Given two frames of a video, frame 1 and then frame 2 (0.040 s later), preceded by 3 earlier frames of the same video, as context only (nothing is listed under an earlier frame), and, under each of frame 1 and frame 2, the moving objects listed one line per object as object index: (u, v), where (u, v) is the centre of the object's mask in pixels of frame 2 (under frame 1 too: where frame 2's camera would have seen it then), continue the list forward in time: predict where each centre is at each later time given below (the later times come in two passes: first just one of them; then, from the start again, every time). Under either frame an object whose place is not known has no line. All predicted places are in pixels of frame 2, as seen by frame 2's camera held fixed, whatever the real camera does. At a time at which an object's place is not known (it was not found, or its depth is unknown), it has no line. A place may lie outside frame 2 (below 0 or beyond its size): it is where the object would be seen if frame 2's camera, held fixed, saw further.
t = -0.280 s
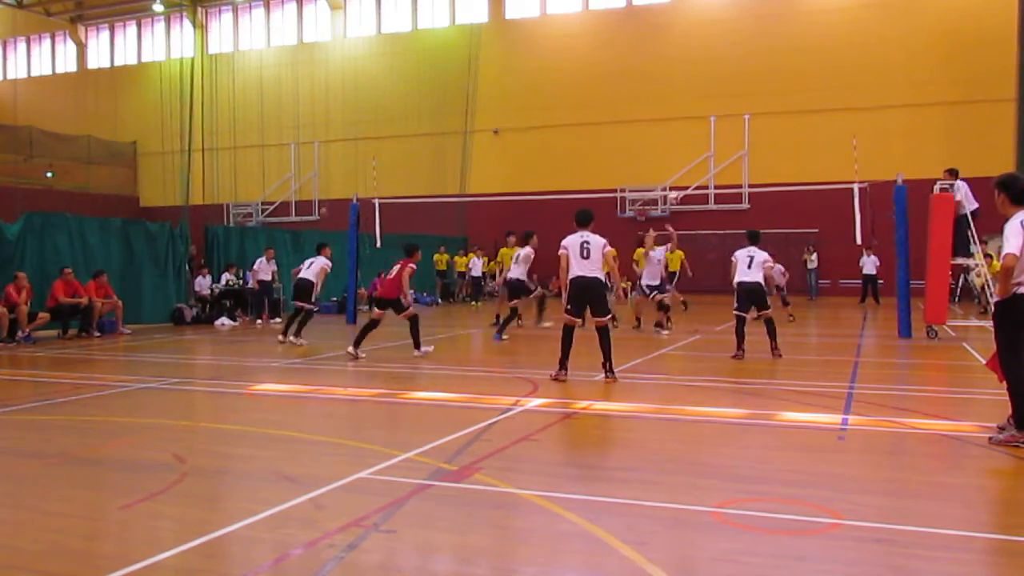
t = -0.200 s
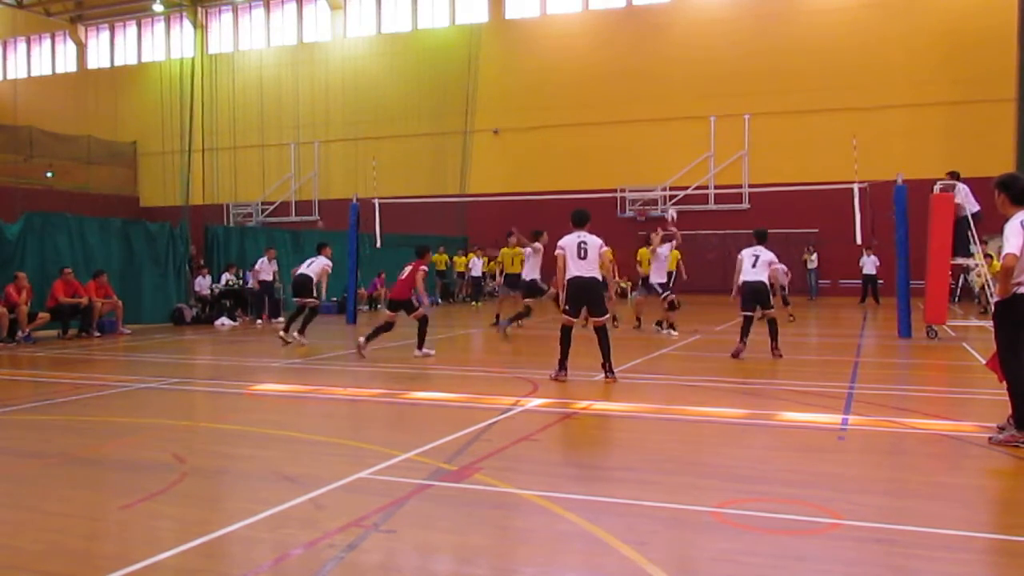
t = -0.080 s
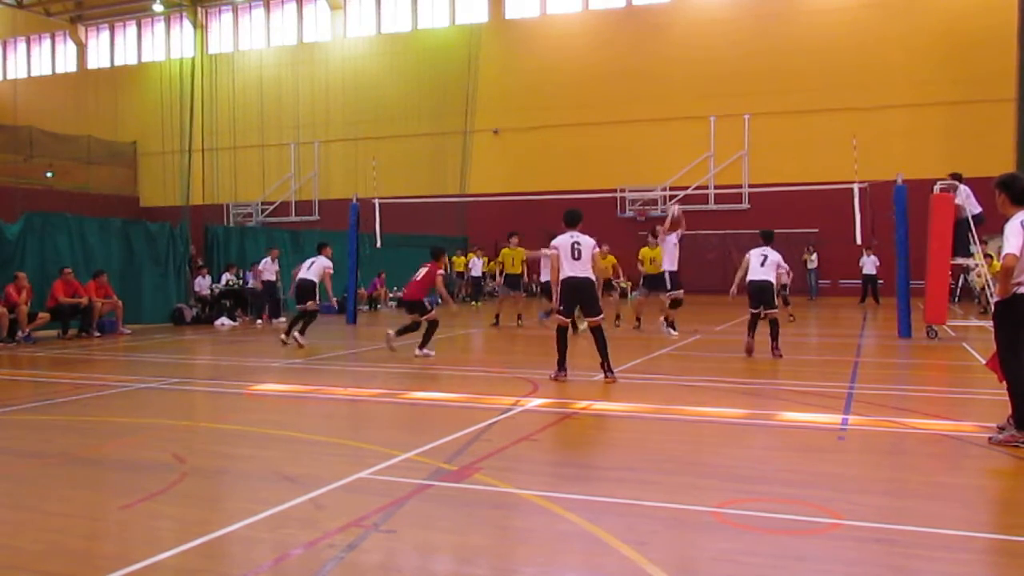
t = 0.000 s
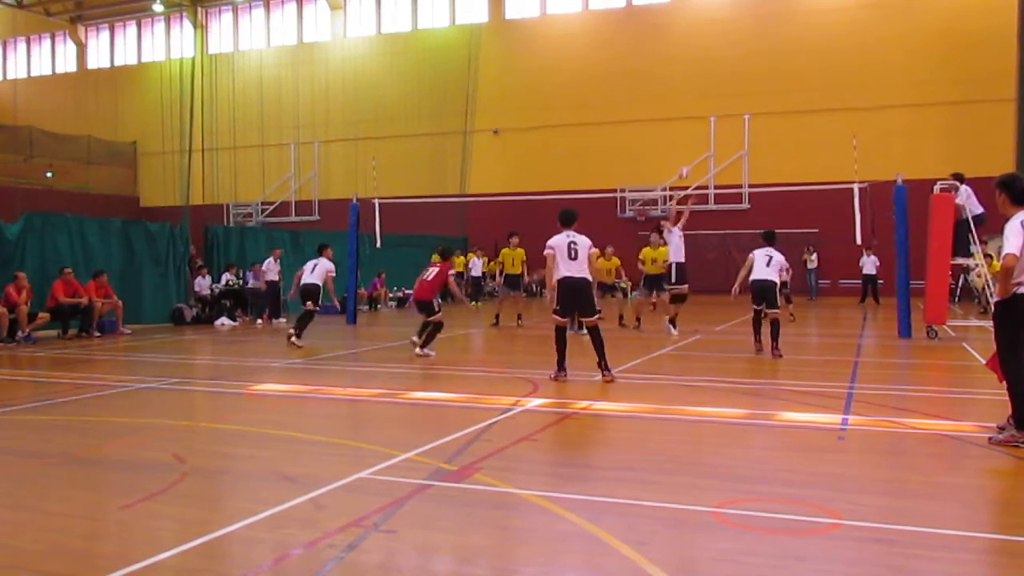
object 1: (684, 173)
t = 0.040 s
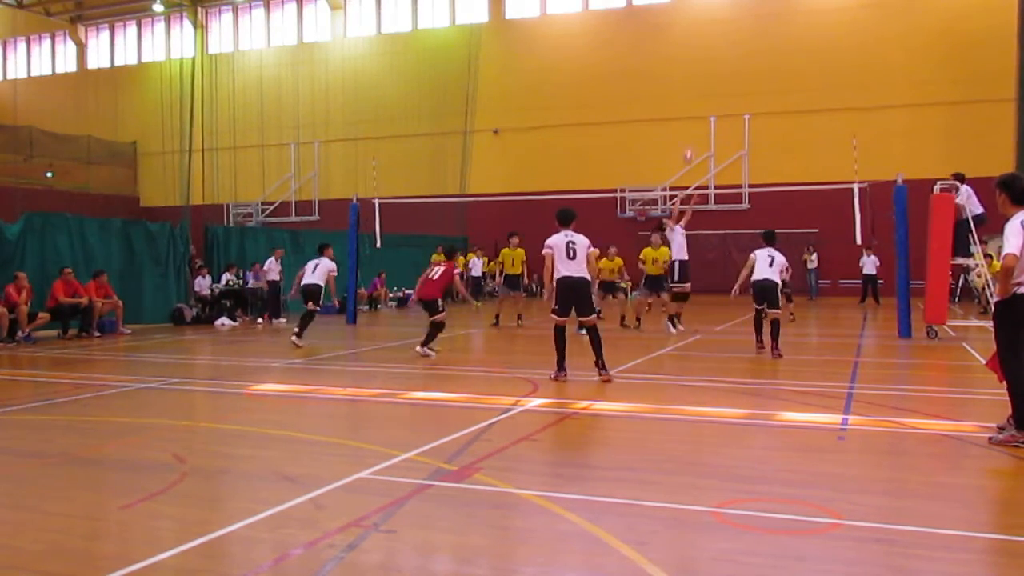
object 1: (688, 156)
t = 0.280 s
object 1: (714, 76)
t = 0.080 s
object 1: (692, 140)
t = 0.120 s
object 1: (697, 124)
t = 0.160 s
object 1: (701, 110)
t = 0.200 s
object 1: (706, 98)
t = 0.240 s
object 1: (710, 86)
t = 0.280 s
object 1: (714, 76)
